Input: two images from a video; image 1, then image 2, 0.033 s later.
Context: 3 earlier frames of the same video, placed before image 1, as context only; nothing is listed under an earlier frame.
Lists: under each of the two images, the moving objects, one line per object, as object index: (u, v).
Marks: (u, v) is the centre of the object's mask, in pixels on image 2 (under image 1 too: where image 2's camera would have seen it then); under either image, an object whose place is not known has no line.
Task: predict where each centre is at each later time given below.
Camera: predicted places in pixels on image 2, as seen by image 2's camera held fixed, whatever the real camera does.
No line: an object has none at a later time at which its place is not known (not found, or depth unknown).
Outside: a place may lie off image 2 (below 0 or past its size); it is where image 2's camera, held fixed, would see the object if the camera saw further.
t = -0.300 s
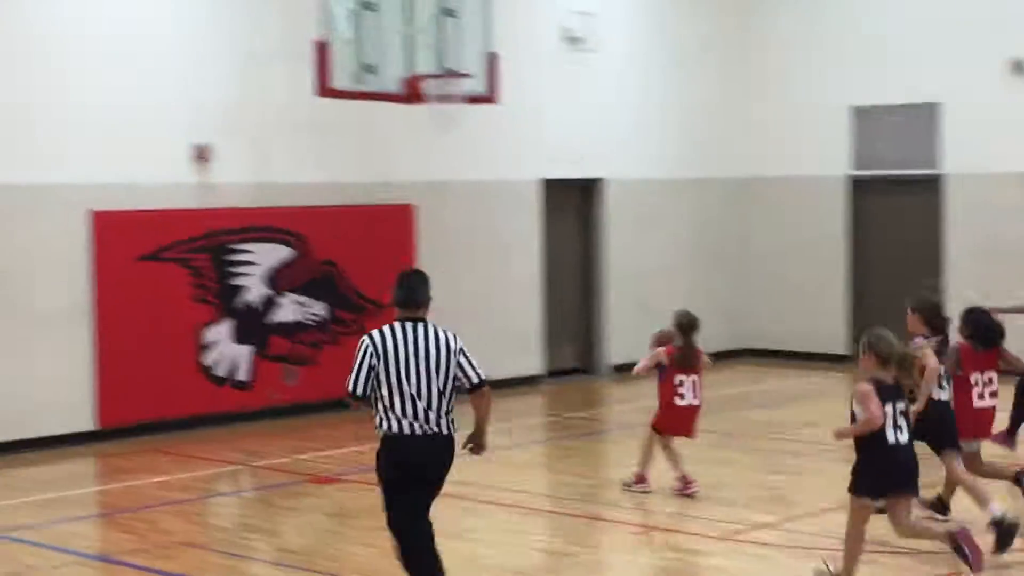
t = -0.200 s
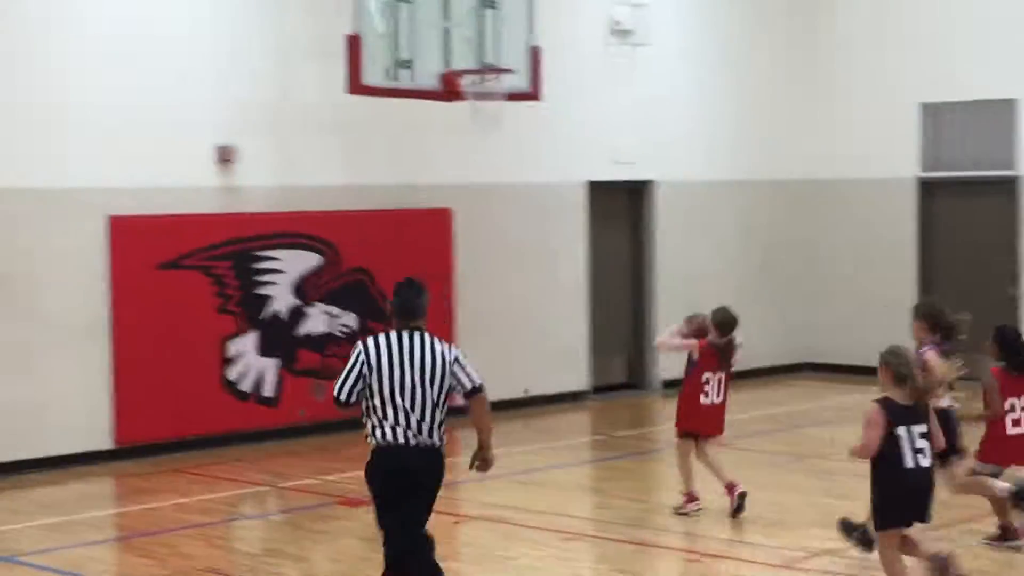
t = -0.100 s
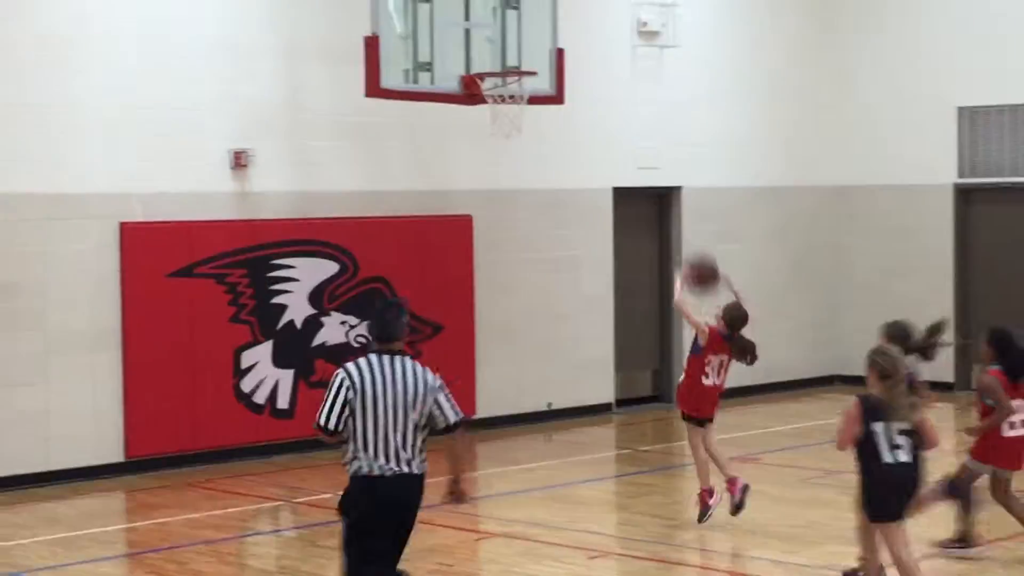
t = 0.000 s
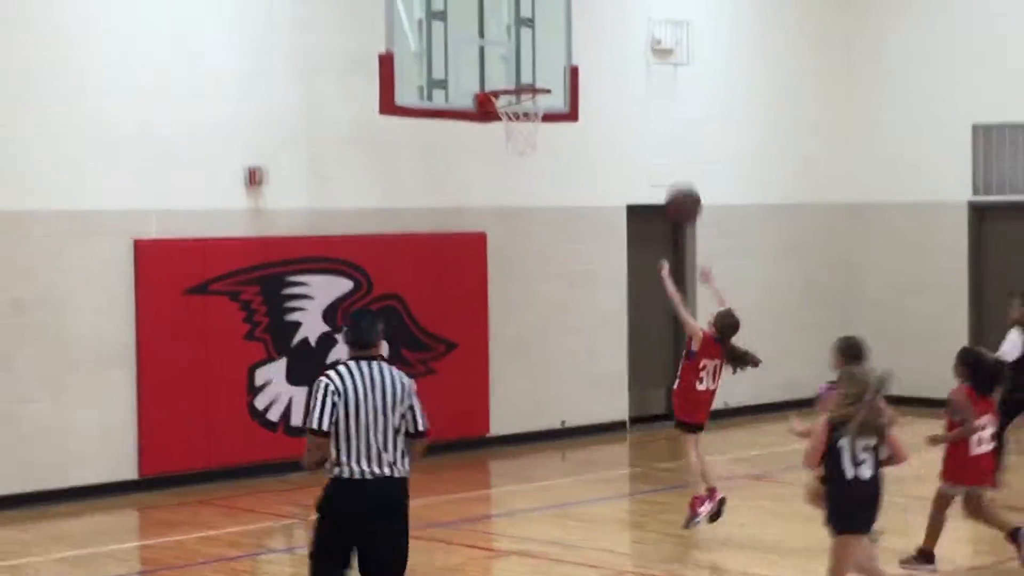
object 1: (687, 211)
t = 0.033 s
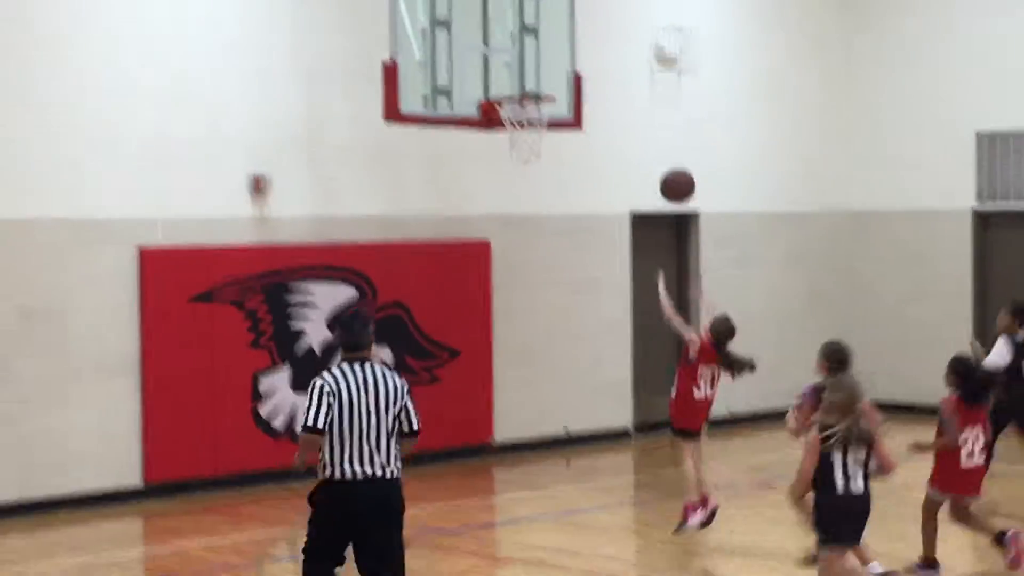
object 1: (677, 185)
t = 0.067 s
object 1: (667, 162)
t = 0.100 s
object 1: (658, 141)
